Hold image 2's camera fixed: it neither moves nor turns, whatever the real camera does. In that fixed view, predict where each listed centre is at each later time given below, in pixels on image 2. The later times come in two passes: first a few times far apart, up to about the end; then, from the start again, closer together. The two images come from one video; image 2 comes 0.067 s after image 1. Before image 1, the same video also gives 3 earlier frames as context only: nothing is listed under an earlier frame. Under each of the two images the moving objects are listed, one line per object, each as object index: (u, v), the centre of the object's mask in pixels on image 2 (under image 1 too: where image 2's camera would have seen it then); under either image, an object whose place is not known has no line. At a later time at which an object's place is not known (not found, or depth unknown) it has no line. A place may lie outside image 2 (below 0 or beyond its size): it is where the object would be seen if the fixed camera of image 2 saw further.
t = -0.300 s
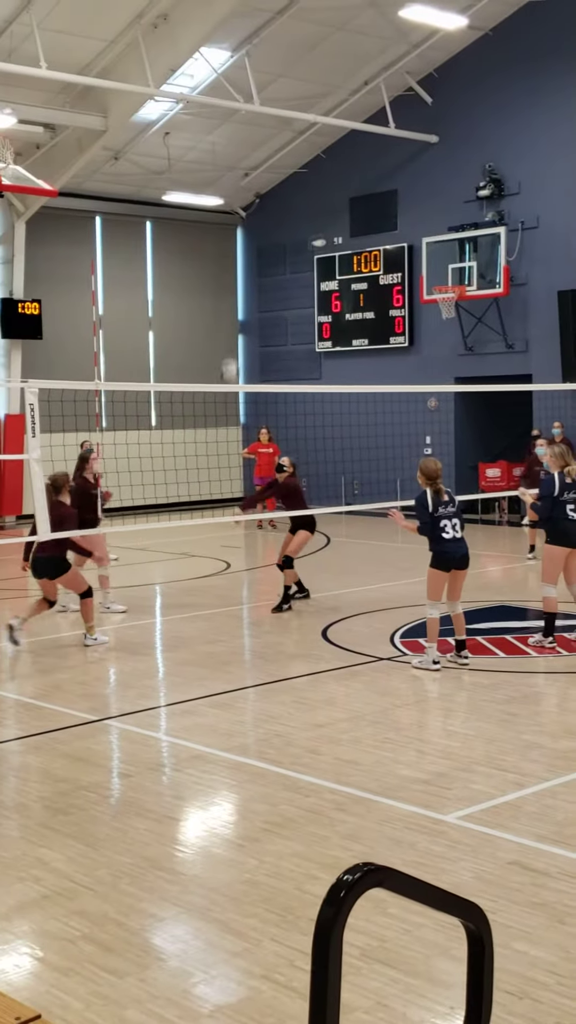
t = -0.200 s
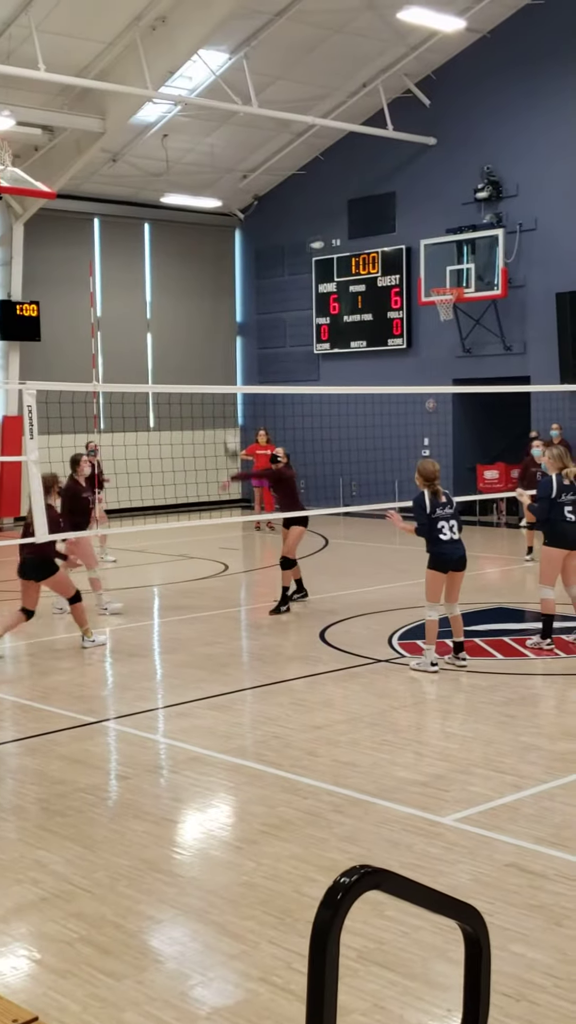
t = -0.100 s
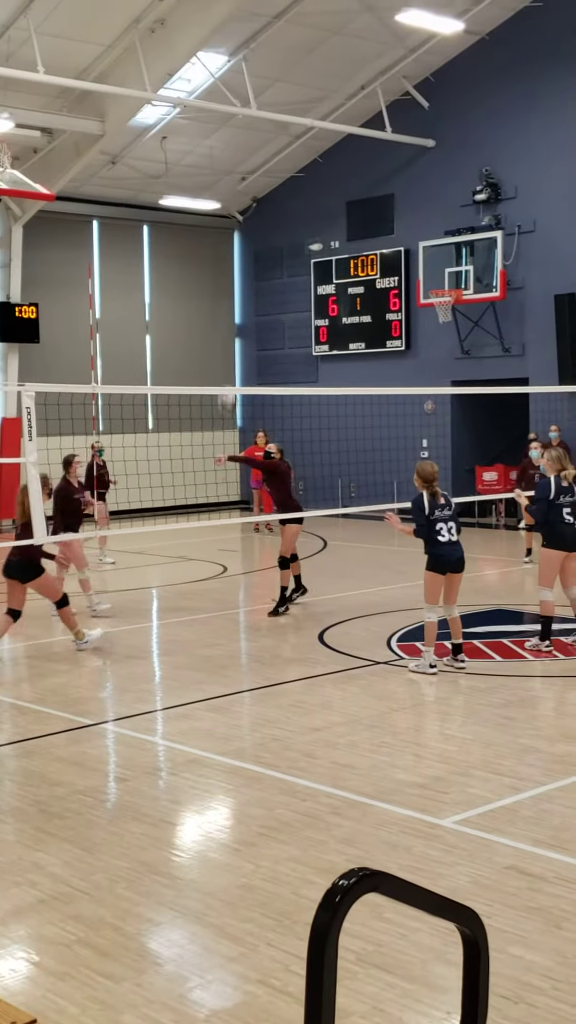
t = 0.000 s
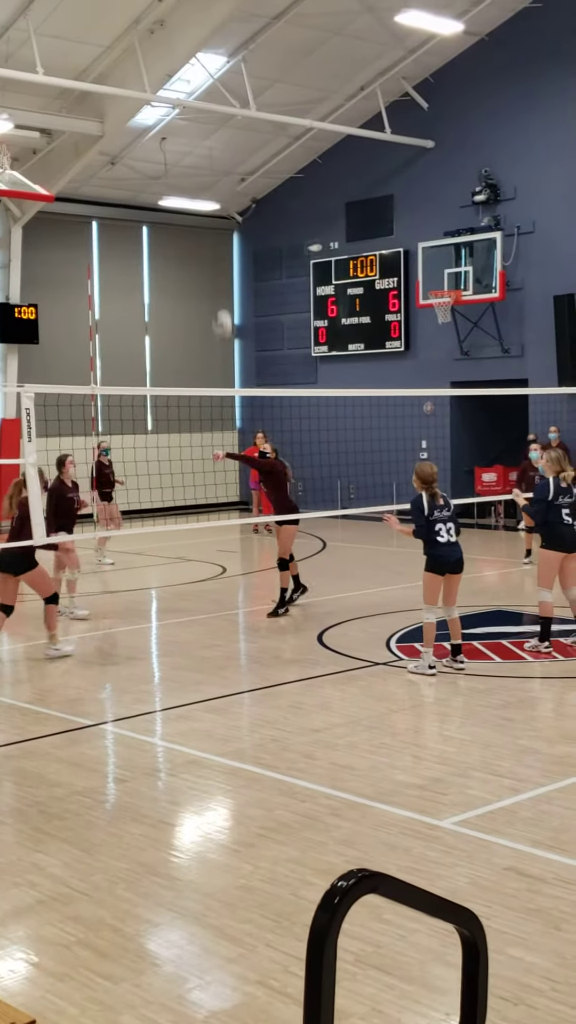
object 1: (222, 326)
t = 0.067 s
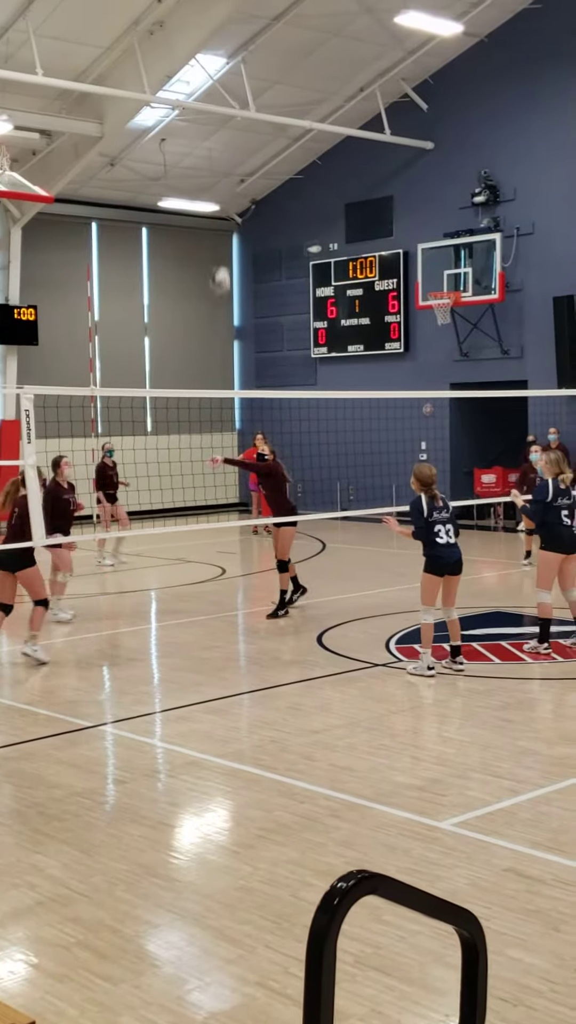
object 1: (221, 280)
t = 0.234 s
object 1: (215, 184)
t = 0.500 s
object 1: (208, 90)
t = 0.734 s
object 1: (205, 70)
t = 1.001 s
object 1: (203, 124)
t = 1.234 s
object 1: (201, 236)
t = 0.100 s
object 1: (219, 259)
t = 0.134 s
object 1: (218, 239)
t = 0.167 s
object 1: (218, 221)
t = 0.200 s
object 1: (217, 200)
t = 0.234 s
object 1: (215, 184)
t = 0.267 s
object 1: (214, 169)
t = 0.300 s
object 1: (214, 154)
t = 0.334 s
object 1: (213, 140)
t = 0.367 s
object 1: (212, 128)
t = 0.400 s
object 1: (211, 117)
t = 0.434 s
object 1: (210, 107)
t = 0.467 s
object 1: (210, 98)
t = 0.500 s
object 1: (208, 90)
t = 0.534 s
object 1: (208, 84)
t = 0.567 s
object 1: (208, 78)
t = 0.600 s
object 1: (207, 74)
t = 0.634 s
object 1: (207, 71)
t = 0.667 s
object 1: (206, 69)
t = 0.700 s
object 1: (205, 69)
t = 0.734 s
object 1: (205, 70)
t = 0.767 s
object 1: (204, 72)
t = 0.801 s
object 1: (204, 76)
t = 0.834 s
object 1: (204, 80)
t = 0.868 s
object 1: (202, 84)
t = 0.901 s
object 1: (203, 93)
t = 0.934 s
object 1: (203, 102)
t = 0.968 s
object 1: (203, 113)
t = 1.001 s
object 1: (203, 124)
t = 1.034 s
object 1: (202, 136)
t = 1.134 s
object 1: (201, 180)
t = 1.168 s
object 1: (200, 195)
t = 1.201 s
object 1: (200, 221)
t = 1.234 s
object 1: (201, 236)
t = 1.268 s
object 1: (201, 256)
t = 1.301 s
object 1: (201, 279)
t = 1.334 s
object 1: (202, 303)
